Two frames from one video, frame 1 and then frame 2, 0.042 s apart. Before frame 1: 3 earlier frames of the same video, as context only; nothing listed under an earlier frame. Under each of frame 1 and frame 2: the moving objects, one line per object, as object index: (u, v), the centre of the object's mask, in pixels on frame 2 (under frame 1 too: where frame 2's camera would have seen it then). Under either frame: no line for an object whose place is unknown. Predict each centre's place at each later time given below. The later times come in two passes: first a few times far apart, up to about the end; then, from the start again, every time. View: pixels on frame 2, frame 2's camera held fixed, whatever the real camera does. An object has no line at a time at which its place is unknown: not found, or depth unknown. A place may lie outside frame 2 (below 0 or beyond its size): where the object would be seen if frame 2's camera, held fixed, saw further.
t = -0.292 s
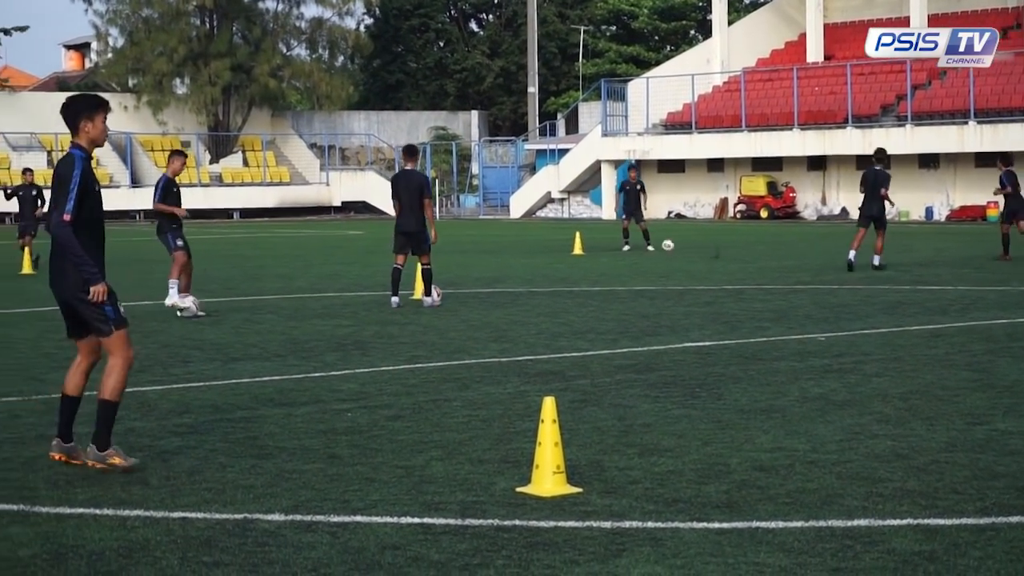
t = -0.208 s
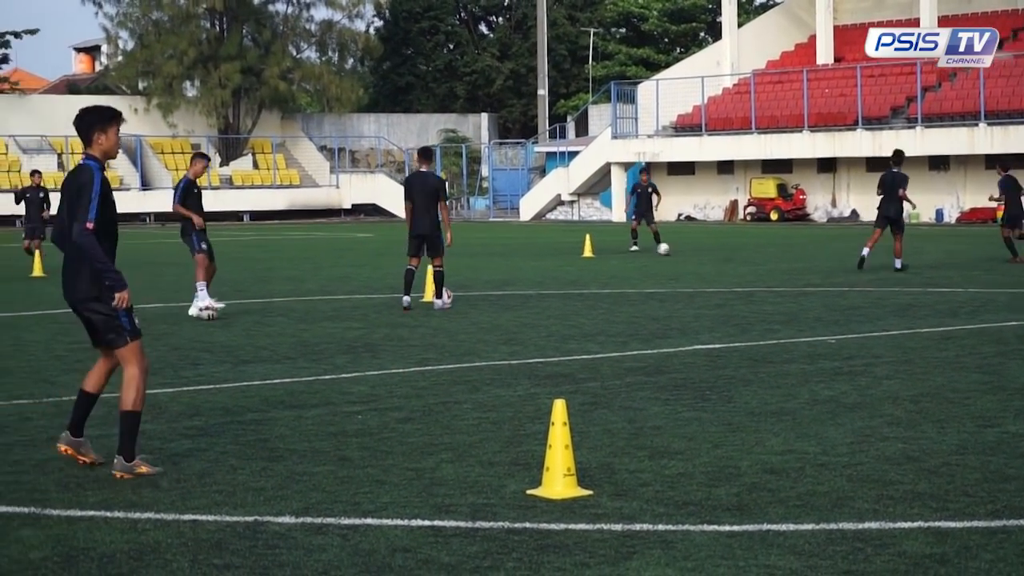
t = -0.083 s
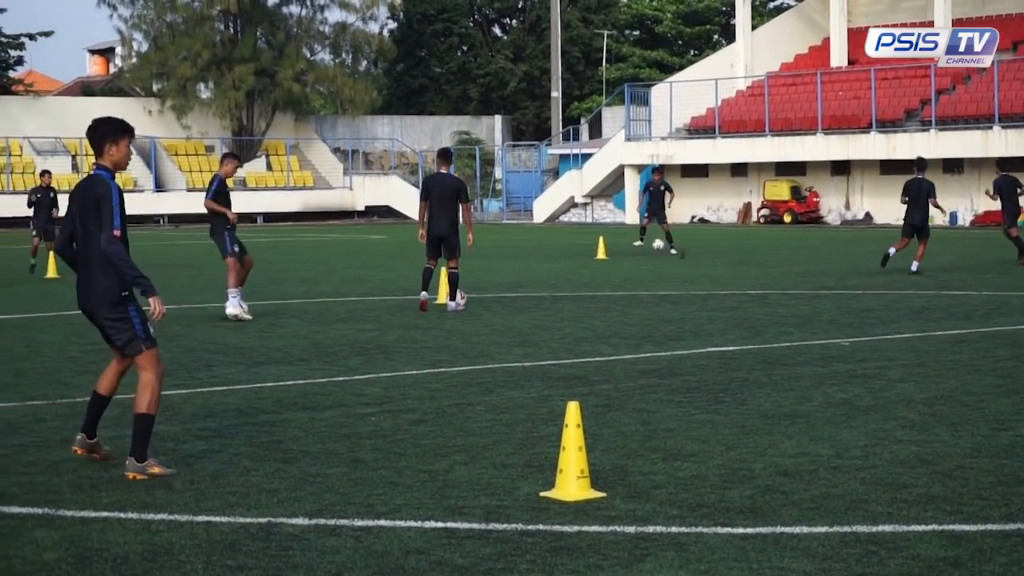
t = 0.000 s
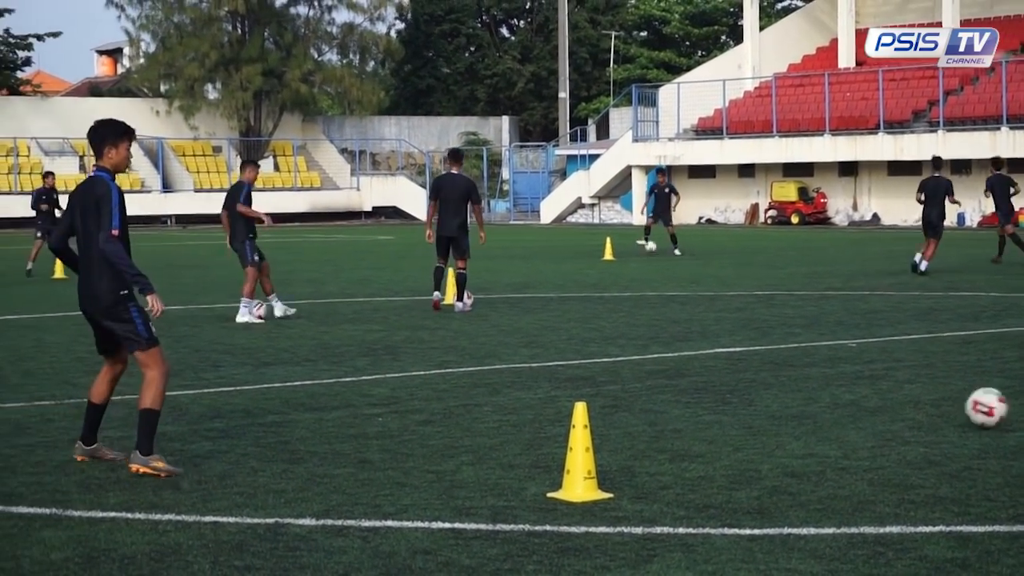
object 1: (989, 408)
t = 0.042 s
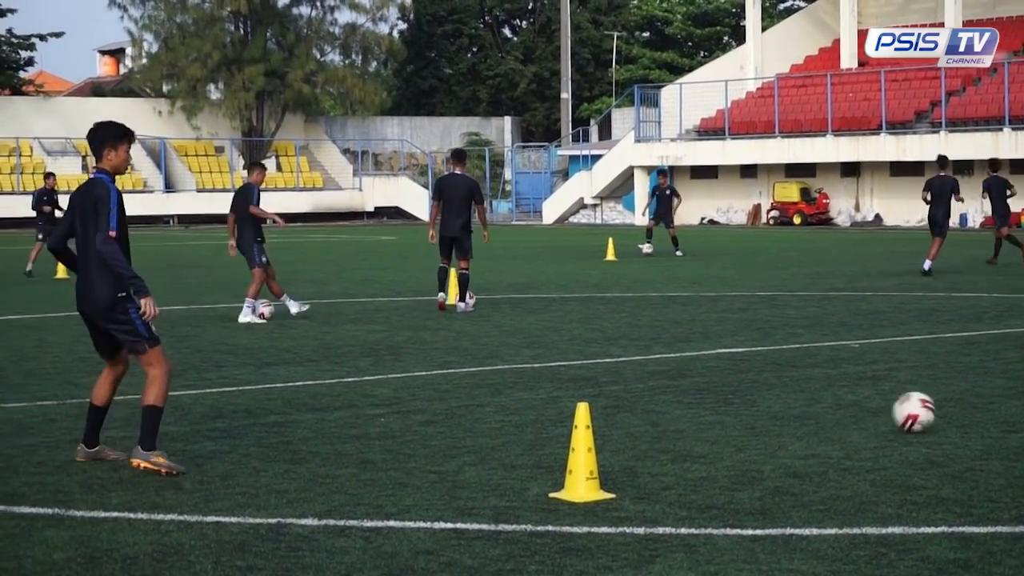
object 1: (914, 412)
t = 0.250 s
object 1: (554, 428)
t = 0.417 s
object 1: (273, 439)
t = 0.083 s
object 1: (840, 417)
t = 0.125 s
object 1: (768, 418)
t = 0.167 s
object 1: (696, 422)
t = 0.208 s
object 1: (625, 426)
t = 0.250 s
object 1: (554, 428)
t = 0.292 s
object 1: (484, 431)
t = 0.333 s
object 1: (413, 434)
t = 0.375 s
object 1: (343, 435)
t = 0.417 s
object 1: (273, 439)
